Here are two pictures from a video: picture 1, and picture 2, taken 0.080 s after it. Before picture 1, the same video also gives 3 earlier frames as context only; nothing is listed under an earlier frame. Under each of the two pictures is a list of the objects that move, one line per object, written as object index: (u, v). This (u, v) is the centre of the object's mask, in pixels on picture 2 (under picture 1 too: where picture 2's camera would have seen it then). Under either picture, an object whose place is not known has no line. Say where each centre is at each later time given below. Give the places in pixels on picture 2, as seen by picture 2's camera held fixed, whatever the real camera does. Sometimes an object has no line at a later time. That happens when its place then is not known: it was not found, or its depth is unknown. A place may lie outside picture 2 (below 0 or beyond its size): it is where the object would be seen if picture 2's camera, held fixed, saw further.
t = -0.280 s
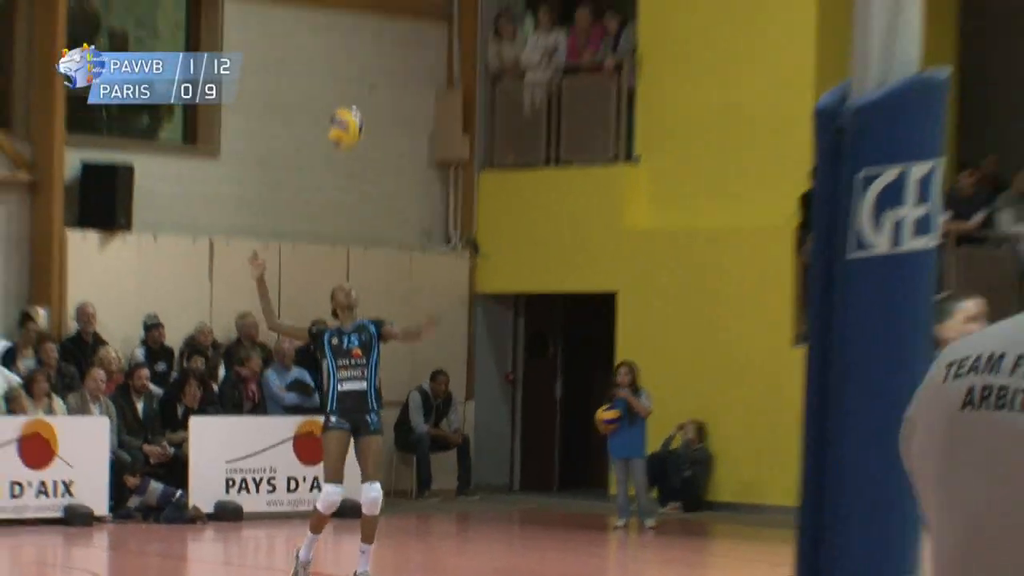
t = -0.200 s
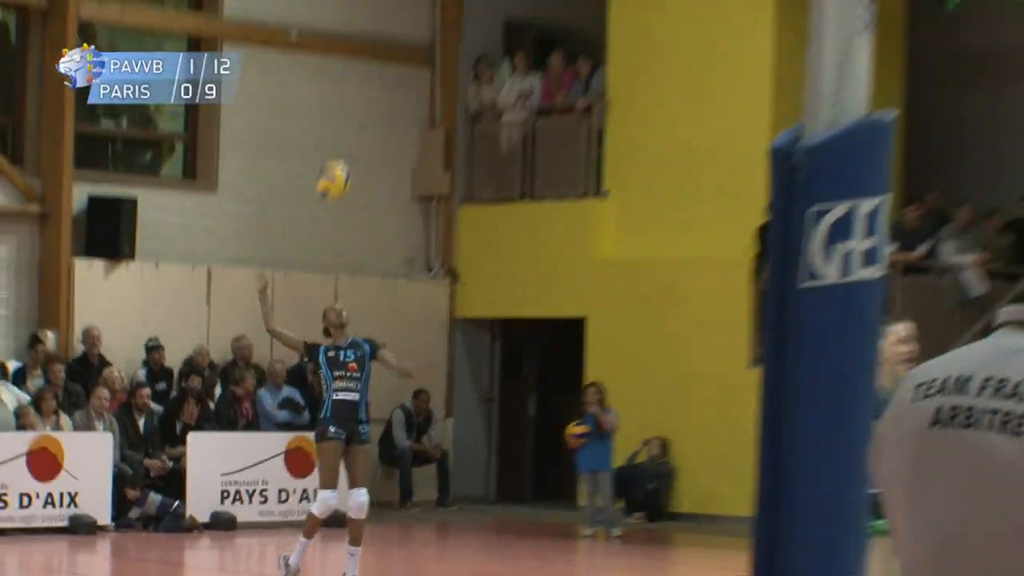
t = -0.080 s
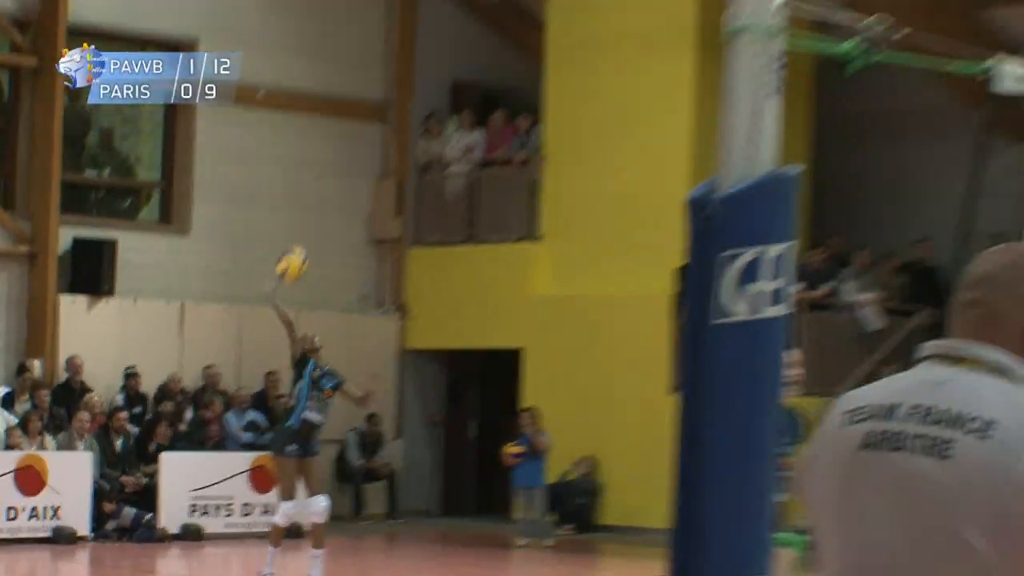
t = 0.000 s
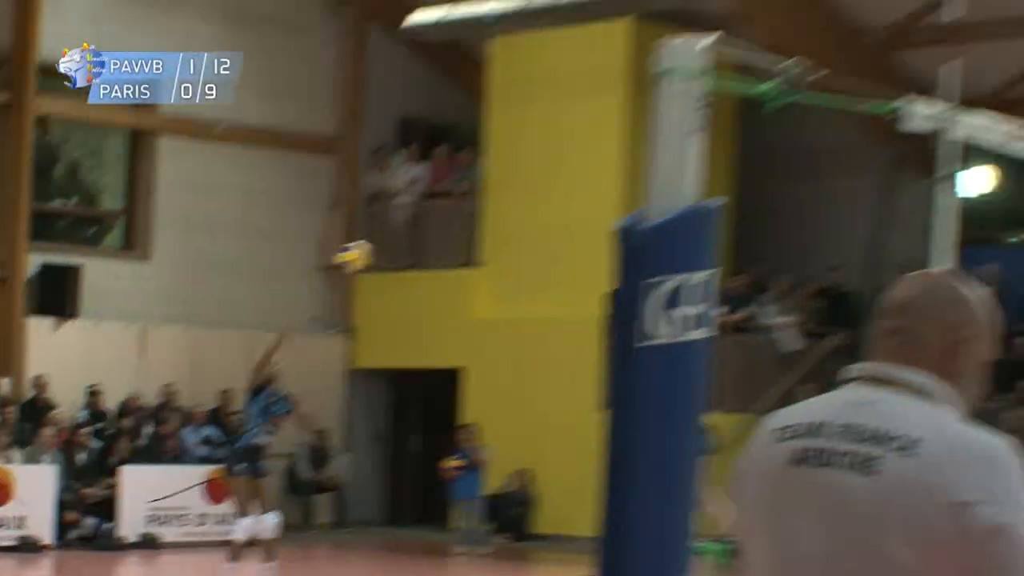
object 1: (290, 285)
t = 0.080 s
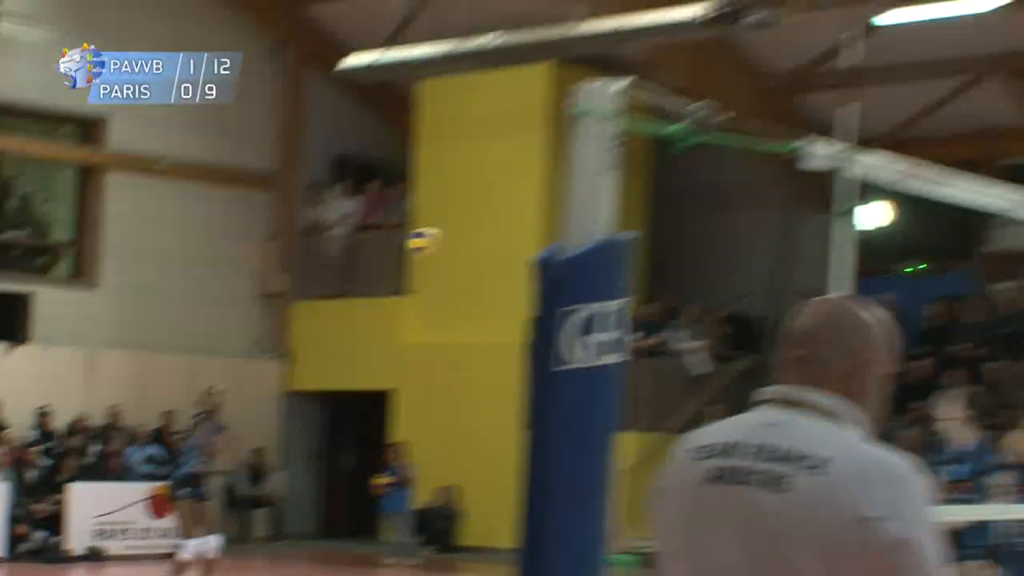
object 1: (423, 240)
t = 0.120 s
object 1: (493, 221)
